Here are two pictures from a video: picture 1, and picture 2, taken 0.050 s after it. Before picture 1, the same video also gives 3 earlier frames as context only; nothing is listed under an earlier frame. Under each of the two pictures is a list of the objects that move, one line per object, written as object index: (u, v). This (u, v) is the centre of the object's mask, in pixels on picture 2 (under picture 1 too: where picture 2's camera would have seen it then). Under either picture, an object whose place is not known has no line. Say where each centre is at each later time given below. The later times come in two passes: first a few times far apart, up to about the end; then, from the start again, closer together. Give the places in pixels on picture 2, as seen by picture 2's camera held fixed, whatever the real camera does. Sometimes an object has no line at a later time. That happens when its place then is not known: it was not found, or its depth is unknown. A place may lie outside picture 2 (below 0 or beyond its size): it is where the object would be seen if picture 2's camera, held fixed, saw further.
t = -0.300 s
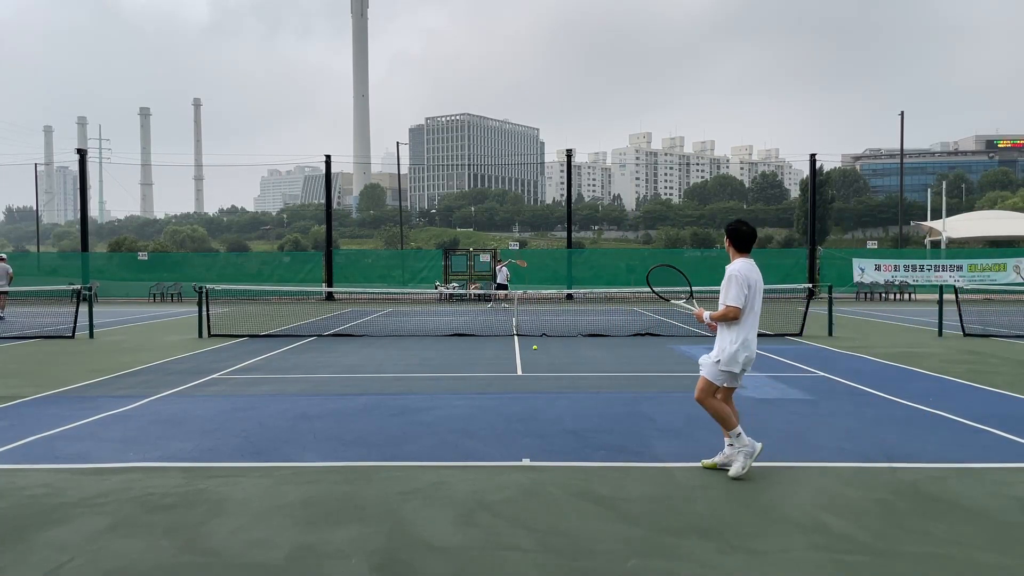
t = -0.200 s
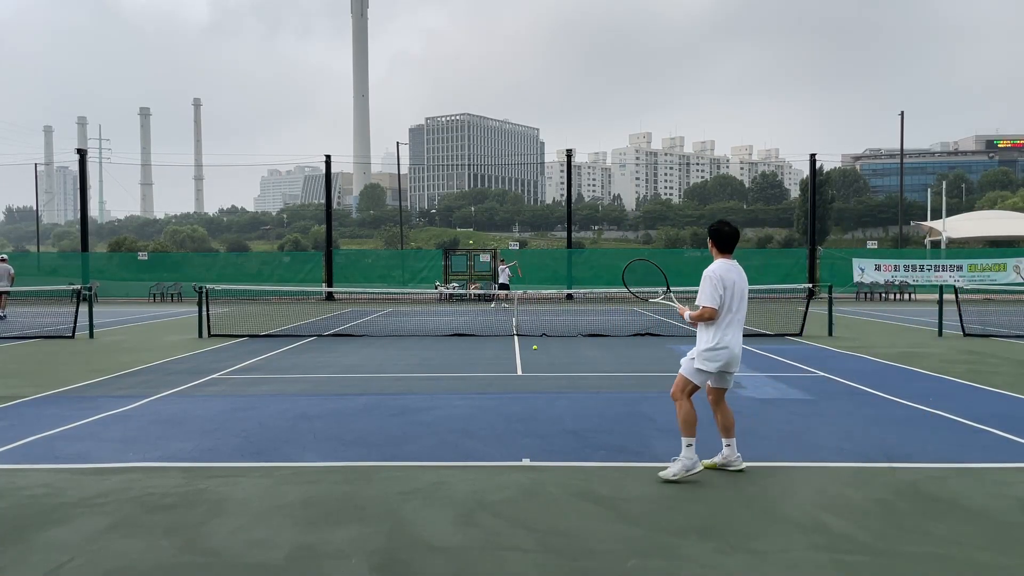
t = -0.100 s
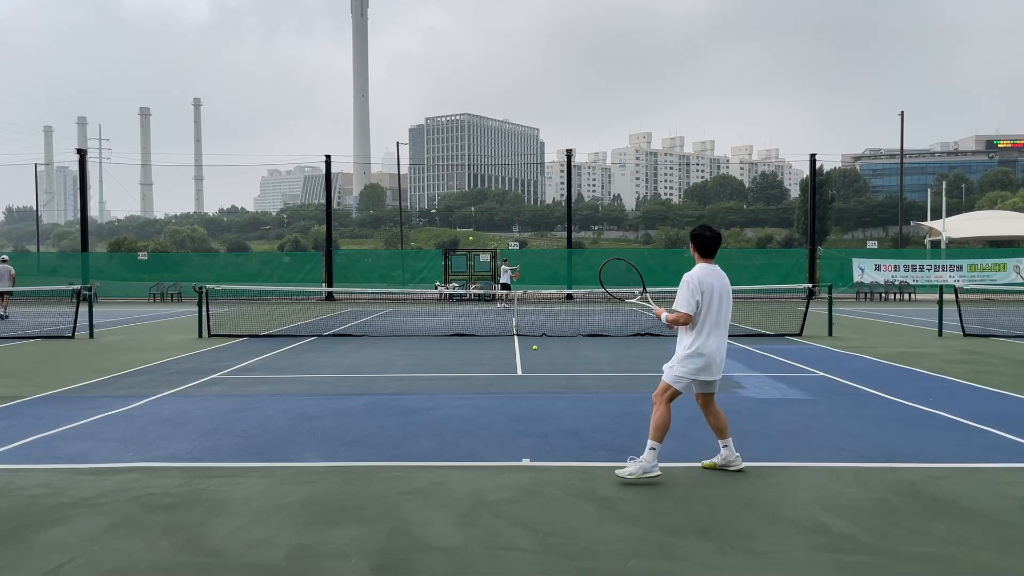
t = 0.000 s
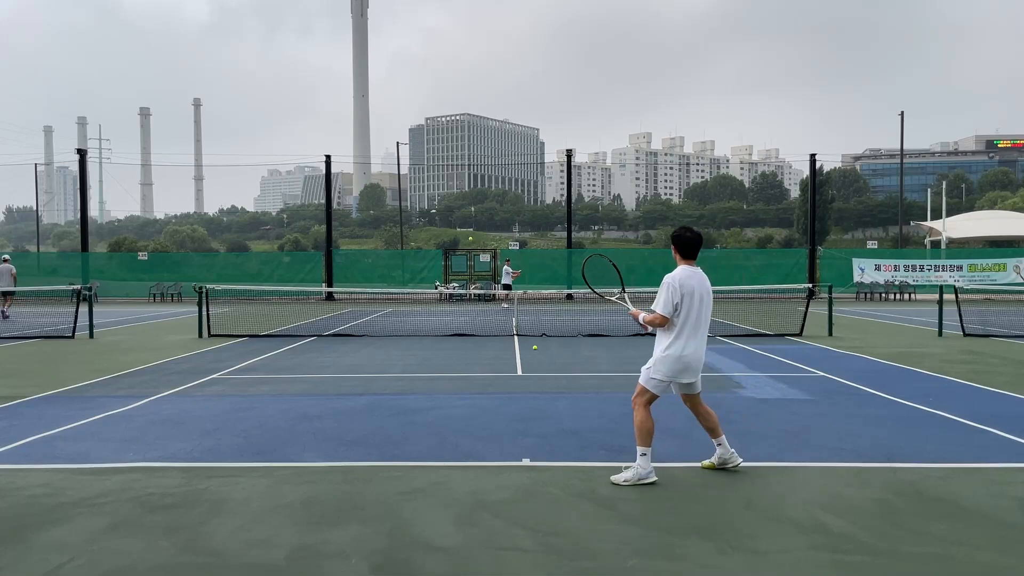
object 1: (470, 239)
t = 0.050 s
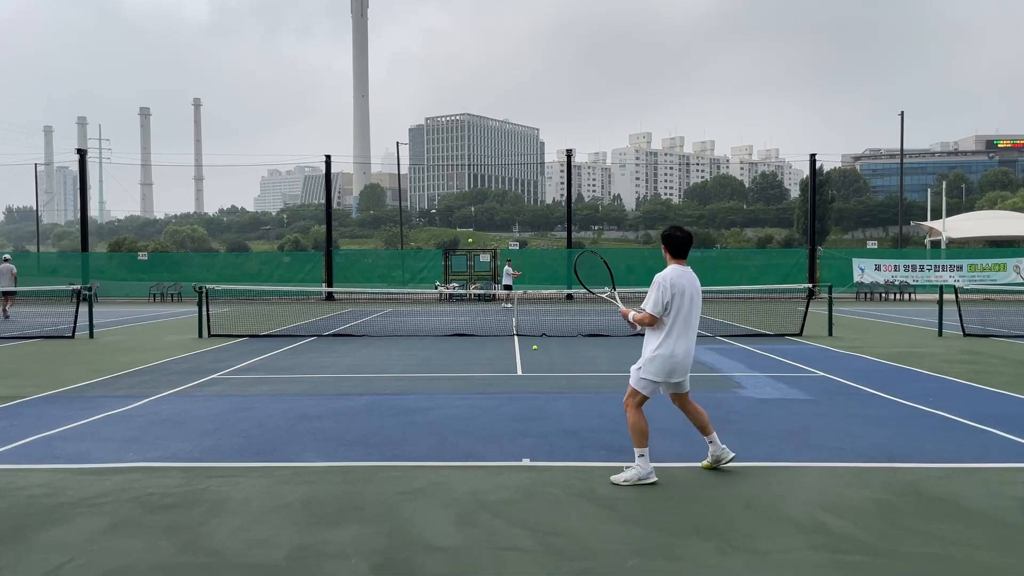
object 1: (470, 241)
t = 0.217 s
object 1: (468, 258)
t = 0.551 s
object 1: (458, 385)
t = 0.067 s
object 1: (470, 241)
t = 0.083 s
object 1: (470, 242)
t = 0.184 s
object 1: (469, 253)
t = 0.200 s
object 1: (468, 256)
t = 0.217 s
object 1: (468, 258)
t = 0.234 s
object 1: (468, 262)
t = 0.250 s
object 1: (467, 265)
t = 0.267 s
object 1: (467, 268)
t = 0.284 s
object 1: (467, 272)
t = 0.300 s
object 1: (466, 276)
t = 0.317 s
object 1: (466, 281)
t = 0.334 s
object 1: (466, 286)
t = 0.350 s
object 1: (465, 291)
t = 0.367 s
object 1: (465, 296)
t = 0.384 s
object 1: (464, 301)
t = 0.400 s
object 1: (464, 308)
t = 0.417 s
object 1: (463, 314)
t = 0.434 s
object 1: (463, 321)
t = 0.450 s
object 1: (462, 329)
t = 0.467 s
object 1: (462, 337)
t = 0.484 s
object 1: (461, 345)
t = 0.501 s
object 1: (461, 354)
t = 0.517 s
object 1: (460, 364)
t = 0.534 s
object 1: (459, 374)
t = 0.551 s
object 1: (458, 385)
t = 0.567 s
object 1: (458, 390)
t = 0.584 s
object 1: (458, 384)
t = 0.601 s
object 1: (459, 378)
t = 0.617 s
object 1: (459, 373)
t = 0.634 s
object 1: (459, 367)
